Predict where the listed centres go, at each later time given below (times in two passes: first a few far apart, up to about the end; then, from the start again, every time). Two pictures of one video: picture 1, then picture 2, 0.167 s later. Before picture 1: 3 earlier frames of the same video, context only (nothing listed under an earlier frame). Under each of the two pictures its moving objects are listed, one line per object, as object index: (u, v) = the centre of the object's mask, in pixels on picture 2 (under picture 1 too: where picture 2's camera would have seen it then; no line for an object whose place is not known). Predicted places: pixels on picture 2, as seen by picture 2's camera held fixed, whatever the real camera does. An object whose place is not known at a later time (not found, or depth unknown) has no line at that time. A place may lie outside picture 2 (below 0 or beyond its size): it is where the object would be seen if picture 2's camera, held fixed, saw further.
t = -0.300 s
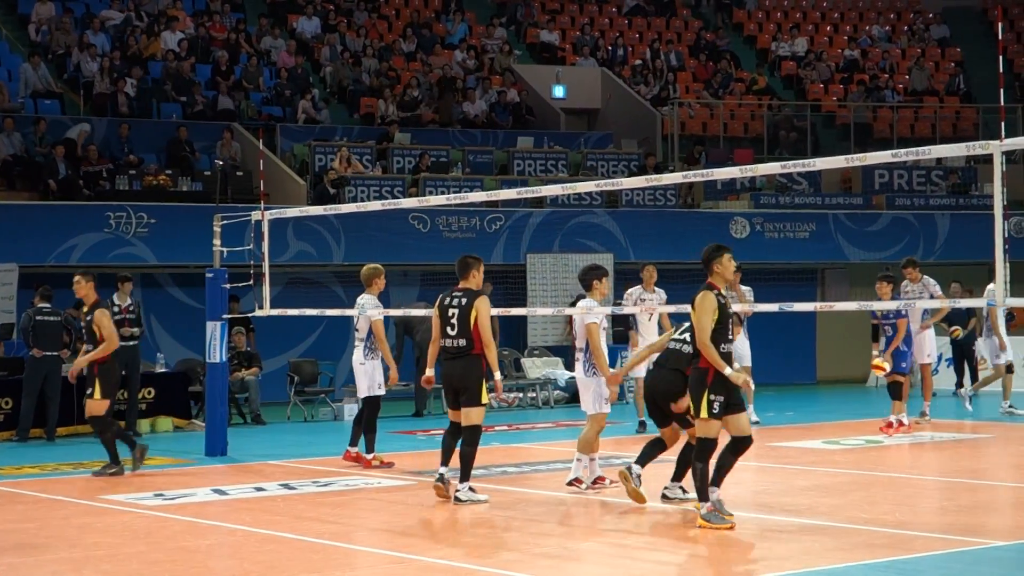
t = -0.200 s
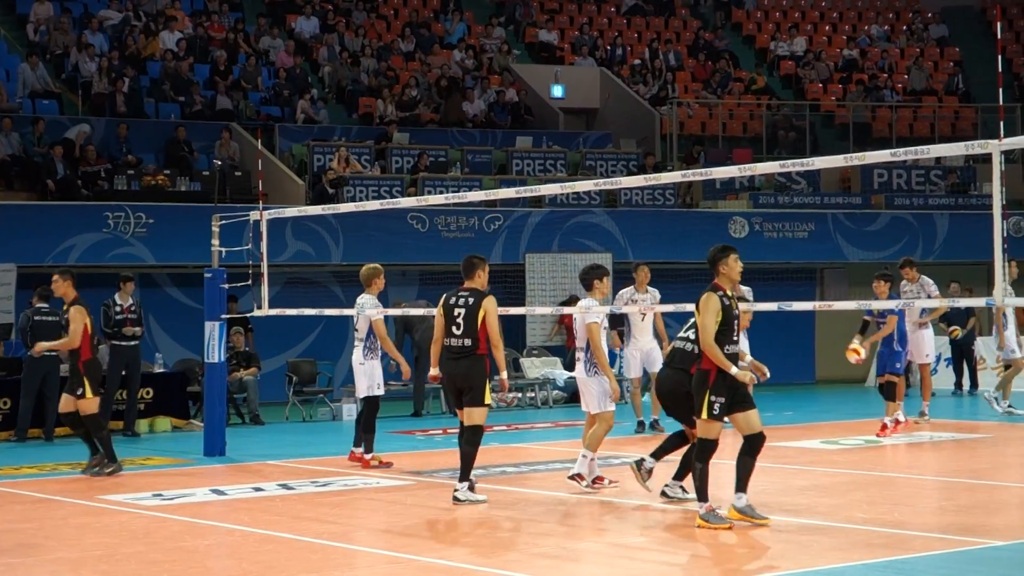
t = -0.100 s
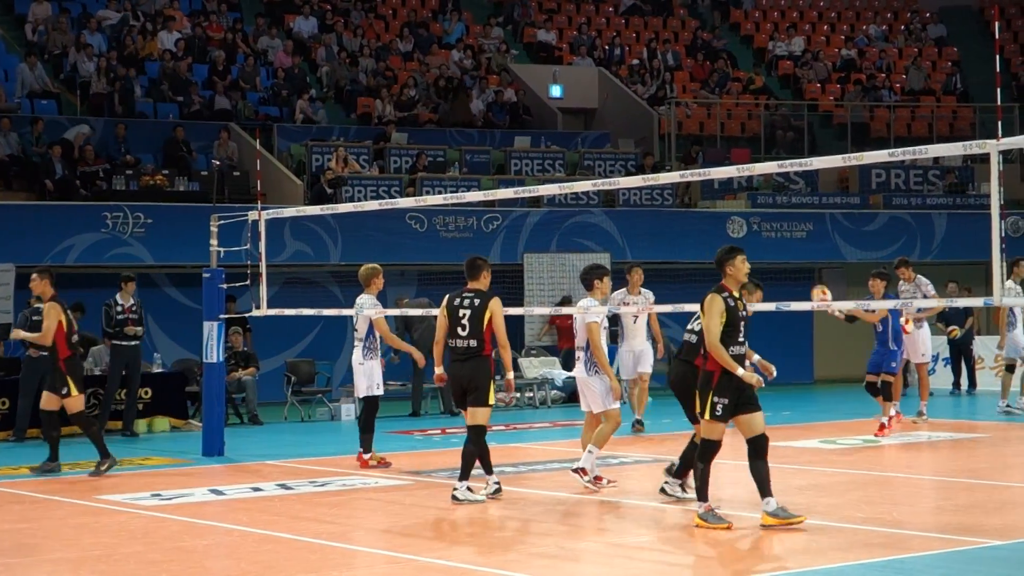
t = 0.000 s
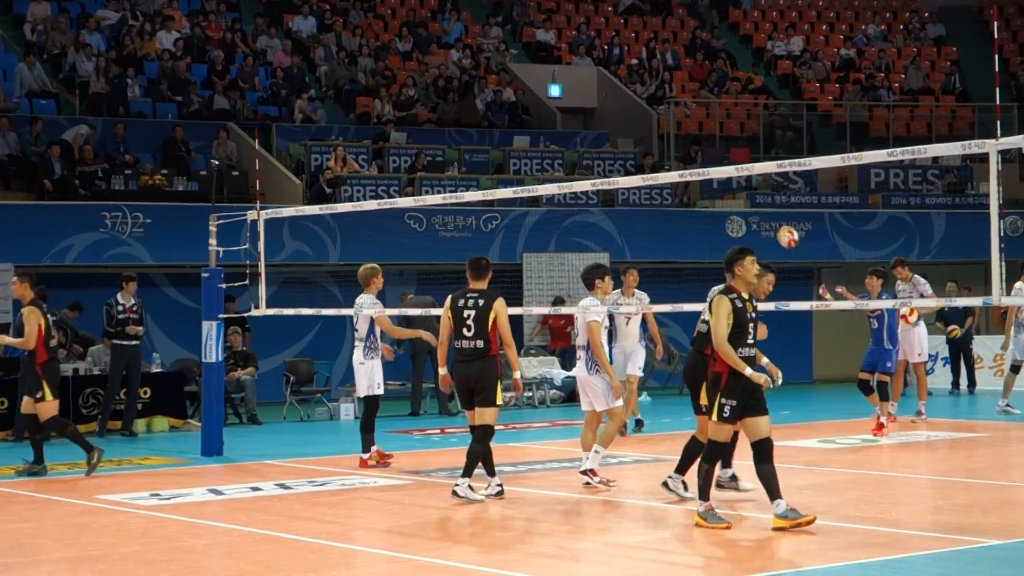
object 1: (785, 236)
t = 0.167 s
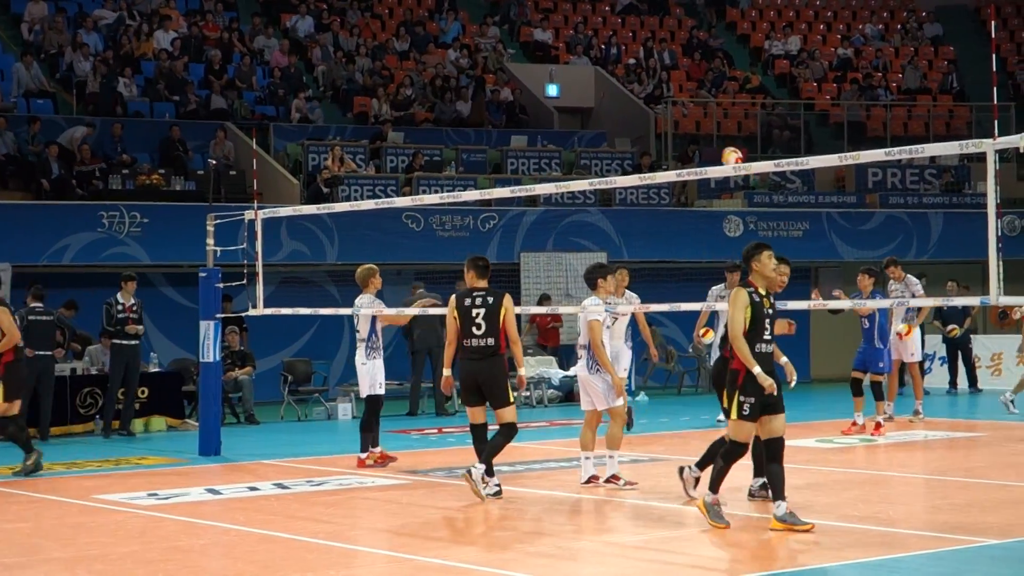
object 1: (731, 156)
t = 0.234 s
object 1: (710, 134)
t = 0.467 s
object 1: (635, 82)
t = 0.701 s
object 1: (560, 83)
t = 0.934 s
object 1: (484, 139)
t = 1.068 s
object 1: (443, 189)
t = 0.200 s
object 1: (721, 145)
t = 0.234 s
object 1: (710, 134)
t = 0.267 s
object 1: (699, 123)
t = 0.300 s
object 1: (688, 114)
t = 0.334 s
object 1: (678, 105)
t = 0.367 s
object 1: (666, 98)
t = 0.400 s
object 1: (656, 92)
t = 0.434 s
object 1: (645, 87)
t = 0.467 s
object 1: (635, 82)
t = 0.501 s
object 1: (624, 79)
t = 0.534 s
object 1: (613, 77)
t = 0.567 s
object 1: (602, 76)
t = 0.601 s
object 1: (591, 76)
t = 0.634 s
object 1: (581, 78)
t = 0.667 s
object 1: (570, 80)
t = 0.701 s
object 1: (560, 83)
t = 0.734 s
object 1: (549, 88)
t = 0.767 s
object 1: (537, 94)
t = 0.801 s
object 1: (527, 100)
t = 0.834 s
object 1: (516, 108)
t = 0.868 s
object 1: (505, 117)
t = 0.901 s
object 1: (495, 127)
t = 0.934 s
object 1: (484, 139)
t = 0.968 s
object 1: (474, 152)
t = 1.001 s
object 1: (463, 165)
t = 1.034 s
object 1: (453, 179)
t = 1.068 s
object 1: (443, 189)
